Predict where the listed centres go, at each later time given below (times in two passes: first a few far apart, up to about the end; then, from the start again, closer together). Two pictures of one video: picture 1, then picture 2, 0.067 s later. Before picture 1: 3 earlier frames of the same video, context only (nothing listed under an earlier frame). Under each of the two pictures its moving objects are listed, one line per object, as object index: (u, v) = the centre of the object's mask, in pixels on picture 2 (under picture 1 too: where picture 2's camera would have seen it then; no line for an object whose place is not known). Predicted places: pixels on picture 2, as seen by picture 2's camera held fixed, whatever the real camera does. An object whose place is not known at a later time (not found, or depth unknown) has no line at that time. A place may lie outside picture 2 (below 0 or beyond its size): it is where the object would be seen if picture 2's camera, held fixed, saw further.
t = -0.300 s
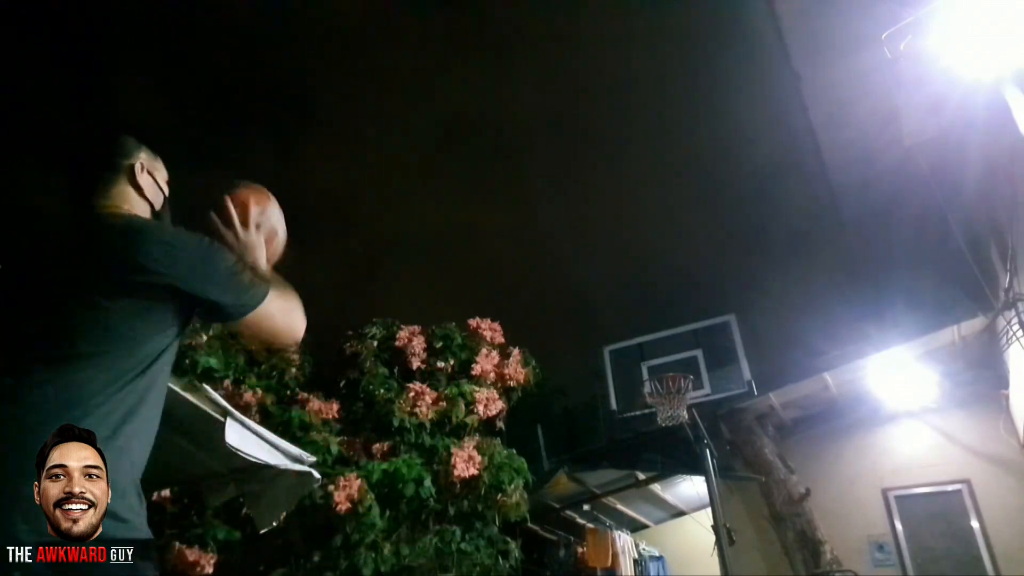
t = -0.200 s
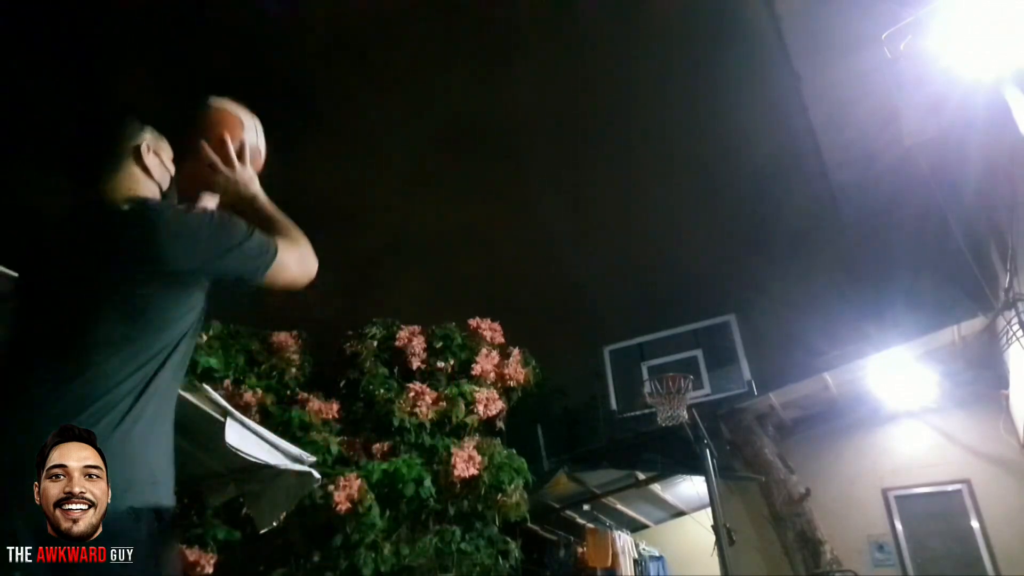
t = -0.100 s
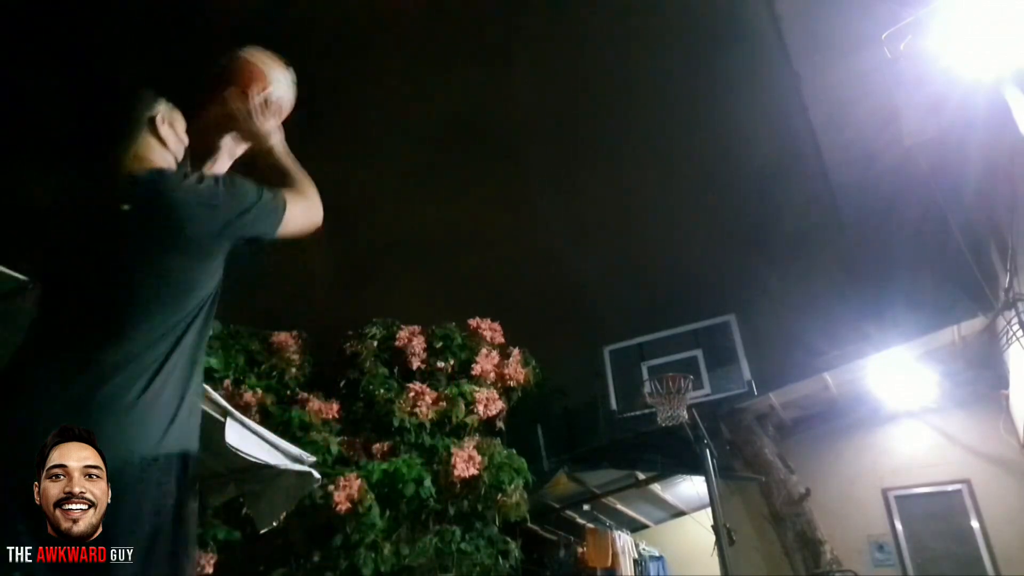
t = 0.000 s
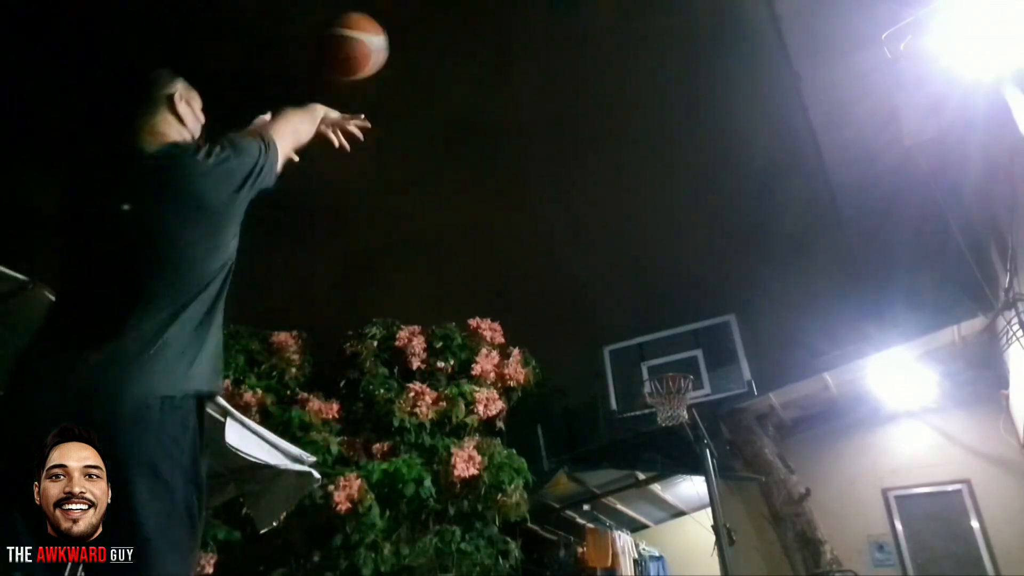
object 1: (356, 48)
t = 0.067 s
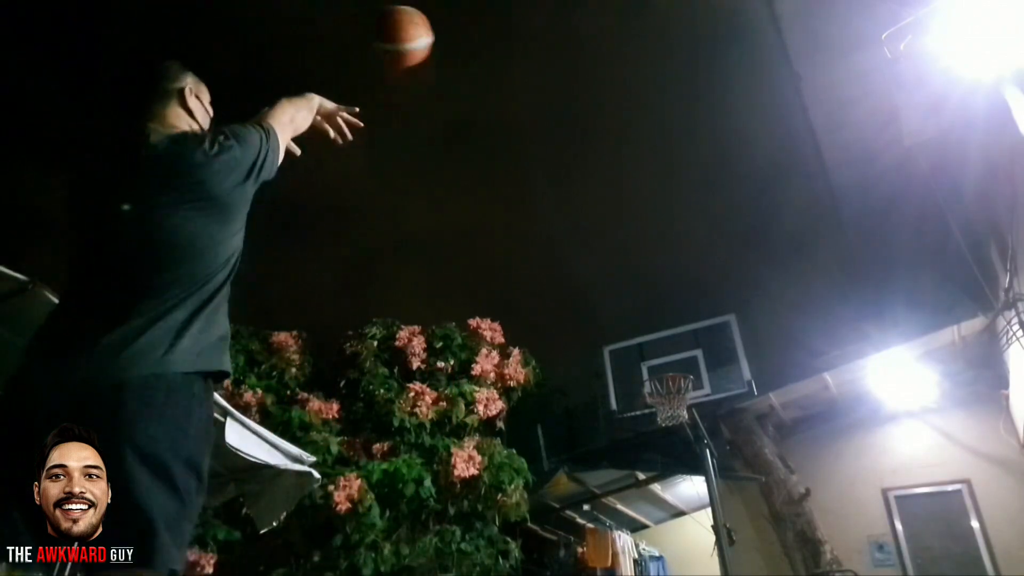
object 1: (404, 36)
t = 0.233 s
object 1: (489, 45)
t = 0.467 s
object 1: (550, 93)
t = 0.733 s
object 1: (602, 187)
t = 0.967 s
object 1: (639, 300)
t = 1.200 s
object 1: (673, 414)
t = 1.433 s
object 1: (688, 458)
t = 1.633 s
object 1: (713, 558)
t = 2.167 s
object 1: (733, 568)
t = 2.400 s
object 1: (732, 514)
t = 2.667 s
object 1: (740, 537)
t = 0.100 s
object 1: (426, 36)
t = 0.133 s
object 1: (445, 37)
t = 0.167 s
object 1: (462, 38)
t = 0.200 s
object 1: (475, 41)
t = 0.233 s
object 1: (489, 45)
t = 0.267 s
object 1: (501, 51)
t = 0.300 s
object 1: (505, 54)
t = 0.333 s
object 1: (516, 59)
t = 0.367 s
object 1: (525, 68)
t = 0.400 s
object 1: (534, 76)
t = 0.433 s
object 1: (542, 84)
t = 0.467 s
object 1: (550, 93)
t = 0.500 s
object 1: (557, 105)
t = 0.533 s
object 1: (565, 116)
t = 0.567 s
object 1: (571, 125)
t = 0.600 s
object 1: (577, 136)
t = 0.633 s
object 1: (583, 150)
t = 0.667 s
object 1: (590, 162)
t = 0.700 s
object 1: (595, 173)
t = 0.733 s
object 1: (602, 187)
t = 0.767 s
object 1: (607, 201)
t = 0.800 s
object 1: (614, 215)
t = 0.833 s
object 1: (618, 231)
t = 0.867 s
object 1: (624, 249)
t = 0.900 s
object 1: (630, 265)
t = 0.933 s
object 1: (635, 282)
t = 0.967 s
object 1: (639, 300)
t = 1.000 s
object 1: (645, 319)
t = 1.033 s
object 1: (650, 340)
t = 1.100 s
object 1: (660, 372)
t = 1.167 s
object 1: (675, 415)
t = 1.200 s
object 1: (673, 414)
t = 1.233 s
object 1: (673, 413)
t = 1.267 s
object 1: (676, 417)
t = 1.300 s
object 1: (678, 423)
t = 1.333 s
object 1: (681, 431)
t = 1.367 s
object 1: (683, 438)
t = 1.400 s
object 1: (687, 448)
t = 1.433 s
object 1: (688, 458)
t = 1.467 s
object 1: (692, 469)
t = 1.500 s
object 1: (695, 483)
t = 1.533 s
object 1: (699, 500)
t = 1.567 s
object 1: (703, 516)
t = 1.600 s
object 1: (708, 536)
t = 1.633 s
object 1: (713, 558)
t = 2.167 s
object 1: (733, 568)
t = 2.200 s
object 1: (733, 561)
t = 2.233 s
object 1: (731, 549)
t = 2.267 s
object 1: (731, 539)
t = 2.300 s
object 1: (730, 531)
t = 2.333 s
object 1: (730, 525)
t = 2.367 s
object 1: (730, 521)
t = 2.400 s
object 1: (732, 514)
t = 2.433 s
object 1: (731, 511)
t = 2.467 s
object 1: (734, 509)
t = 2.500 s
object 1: (735, 509)
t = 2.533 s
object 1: (735, 511)
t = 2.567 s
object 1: (737, 515)
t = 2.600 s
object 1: (736, 522)
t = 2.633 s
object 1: (738, 528)
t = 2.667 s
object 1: (740, 537)
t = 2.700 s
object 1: (745, 548)
